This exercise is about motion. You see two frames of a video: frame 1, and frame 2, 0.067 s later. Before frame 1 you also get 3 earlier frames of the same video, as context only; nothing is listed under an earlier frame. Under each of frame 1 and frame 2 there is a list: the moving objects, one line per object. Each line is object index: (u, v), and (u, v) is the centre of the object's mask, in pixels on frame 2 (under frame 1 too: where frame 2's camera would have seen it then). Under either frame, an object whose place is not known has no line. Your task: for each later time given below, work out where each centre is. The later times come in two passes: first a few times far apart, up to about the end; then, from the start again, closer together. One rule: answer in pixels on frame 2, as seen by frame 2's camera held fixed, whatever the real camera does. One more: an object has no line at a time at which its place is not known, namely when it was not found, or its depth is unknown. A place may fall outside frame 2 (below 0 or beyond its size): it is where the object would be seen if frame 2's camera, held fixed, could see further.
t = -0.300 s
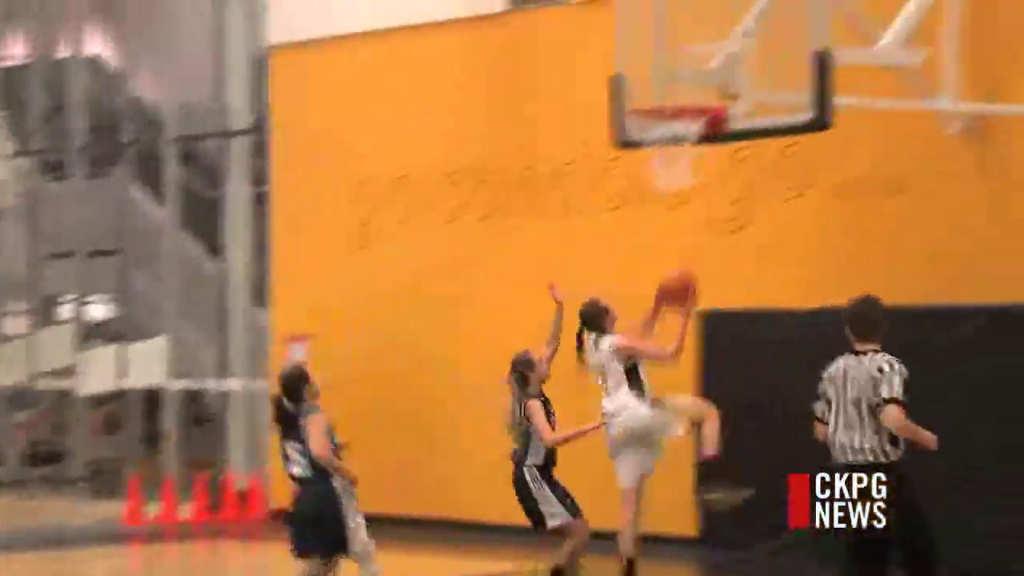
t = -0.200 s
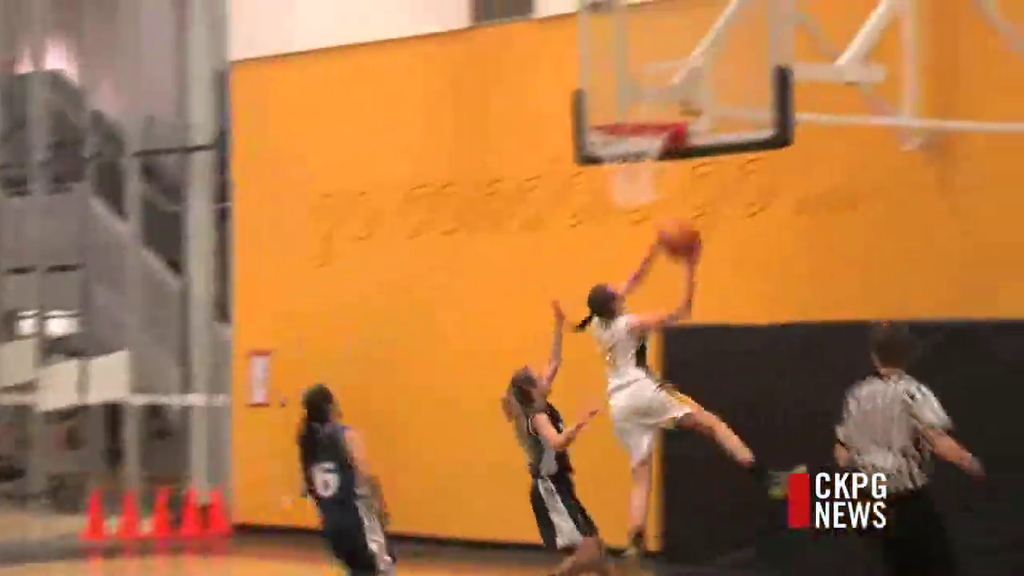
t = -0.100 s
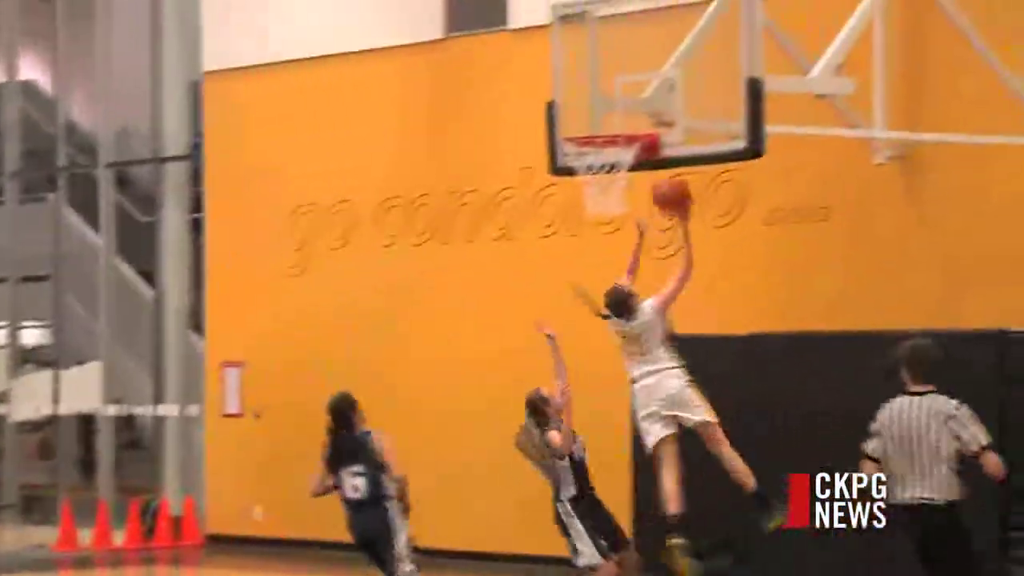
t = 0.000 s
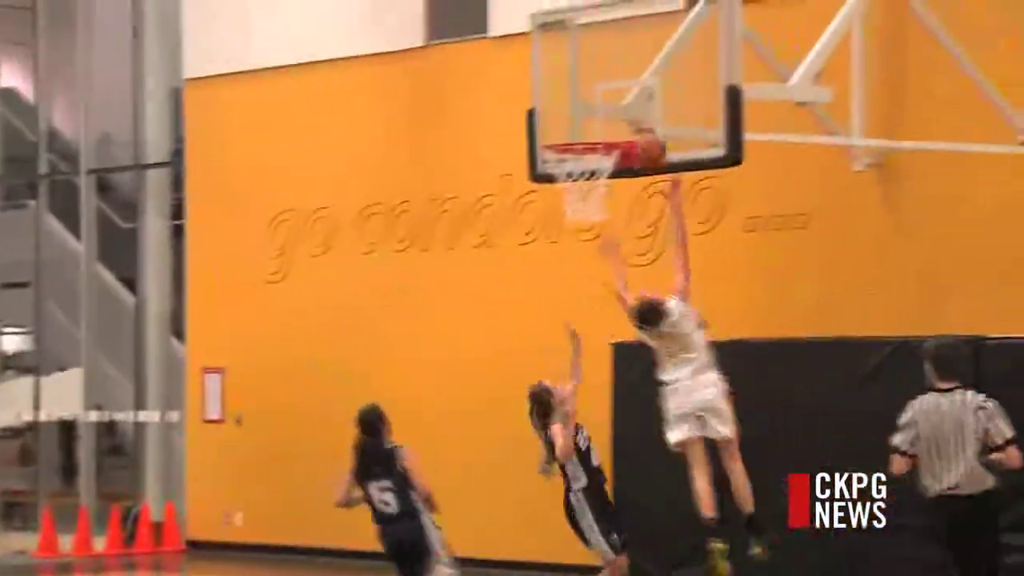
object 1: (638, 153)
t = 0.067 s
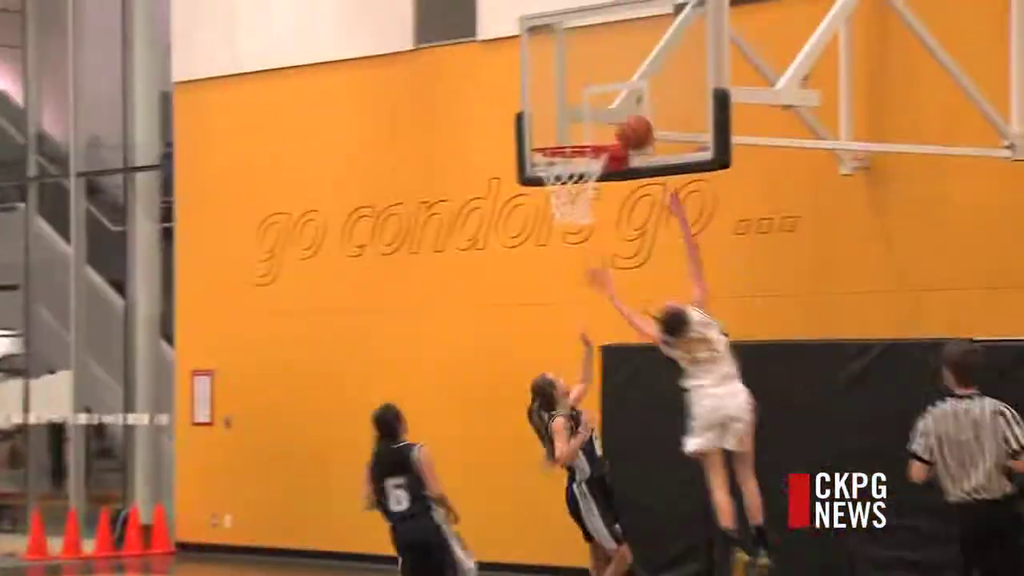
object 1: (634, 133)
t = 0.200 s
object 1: (621, 114)
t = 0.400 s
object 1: (583, 144)
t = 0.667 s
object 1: (553, 230)
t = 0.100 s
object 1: (634, 124)
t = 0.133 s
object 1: (634, 118)
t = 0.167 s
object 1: (629, 116)
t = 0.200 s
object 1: (621, 114)
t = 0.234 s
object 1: (615, 114)
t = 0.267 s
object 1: (609, 117)
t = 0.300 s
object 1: (603, 121)
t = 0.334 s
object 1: (596, 127)
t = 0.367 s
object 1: (590, 132)
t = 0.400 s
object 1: (583, 144)
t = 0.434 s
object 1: (575, 162)
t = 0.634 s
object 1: (555, 217)
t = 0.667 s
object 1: (553, 230)
